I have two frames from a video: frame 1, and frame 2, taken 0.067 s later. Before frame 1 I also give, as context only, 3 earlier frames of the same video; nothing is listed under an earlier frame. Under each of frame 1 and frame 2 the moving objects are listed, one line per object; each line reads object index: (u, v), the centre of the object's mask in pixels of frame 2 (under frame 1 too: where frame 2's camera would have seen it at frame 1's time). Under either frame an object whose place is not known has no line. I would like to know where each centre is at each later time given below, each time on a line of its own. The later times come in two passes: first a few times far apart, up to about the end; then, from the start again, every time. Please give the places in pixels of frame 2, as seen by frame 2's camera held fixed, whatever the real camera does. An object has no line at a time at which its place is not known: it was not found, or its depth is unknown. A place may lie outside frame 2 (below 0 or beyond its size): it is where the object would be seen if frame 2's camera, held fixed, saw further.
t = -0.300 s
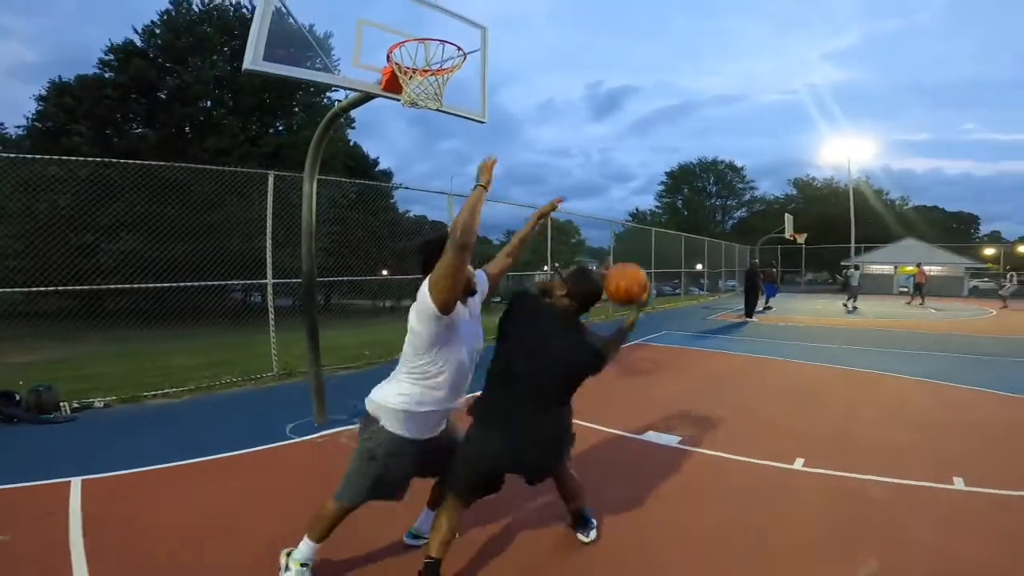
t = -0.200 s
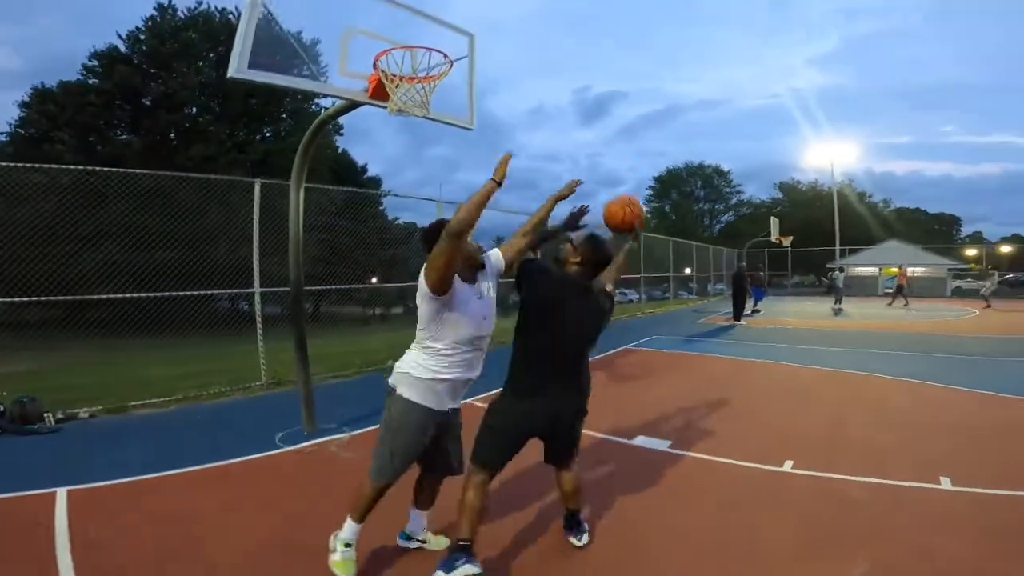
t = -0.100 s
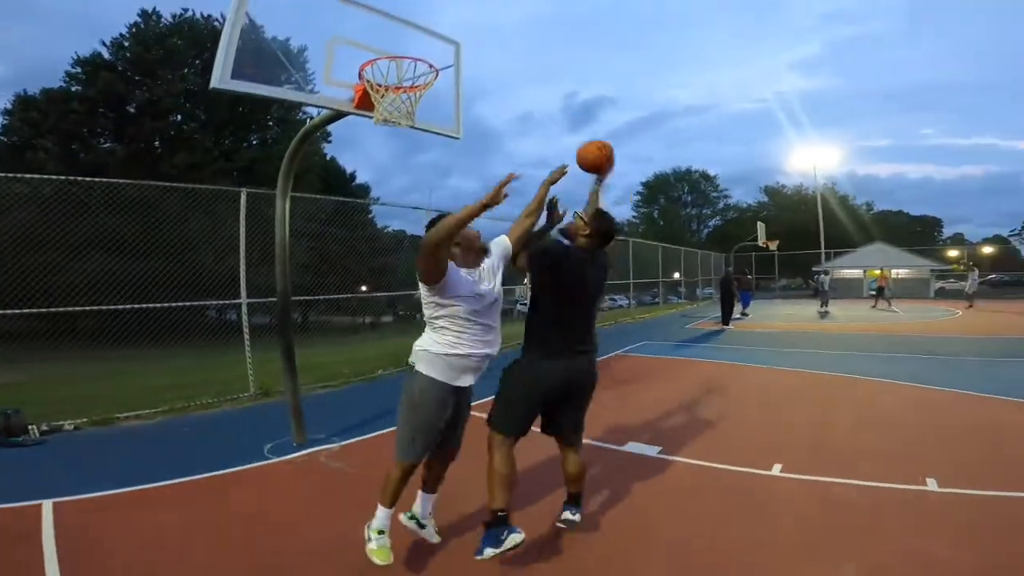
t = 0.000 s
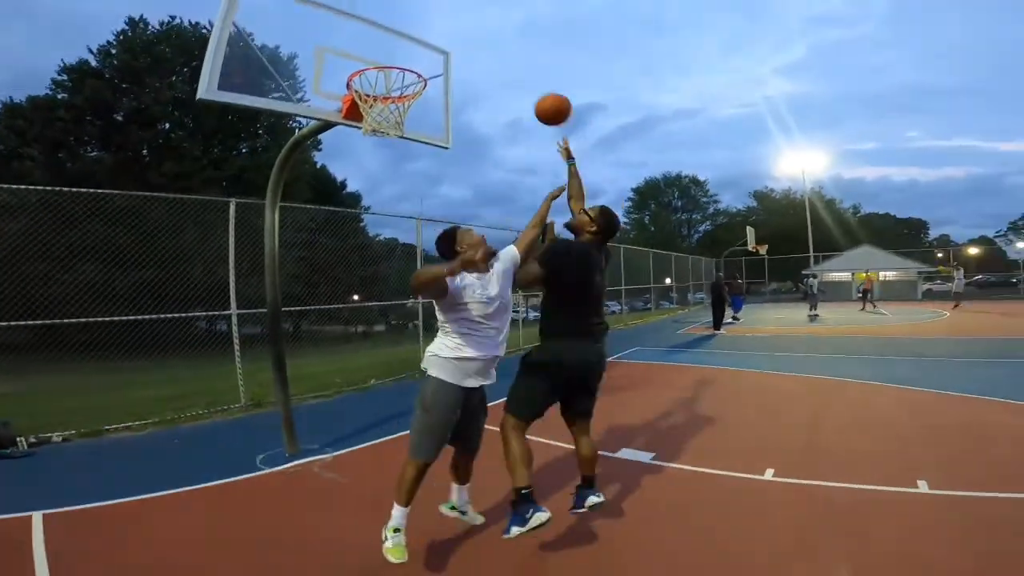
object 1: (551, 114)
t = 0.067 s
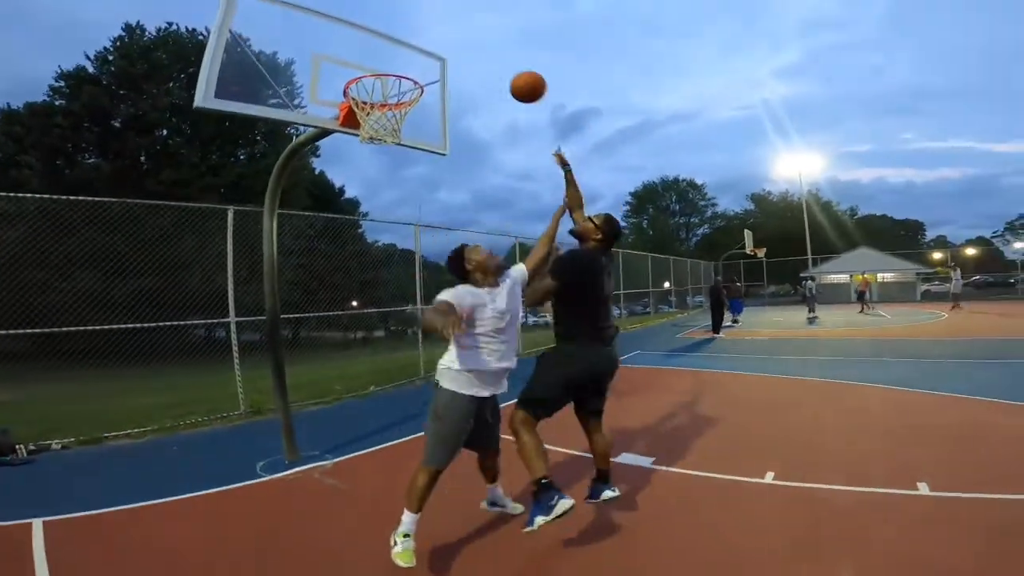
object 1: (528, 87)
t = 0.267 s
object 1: (465, 39)
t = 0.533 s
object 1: (384, 43)
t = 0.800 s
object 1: (340, 47)
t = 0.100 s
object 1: (517, 75)
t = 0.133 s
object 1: (506, 65)
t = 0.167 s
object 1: (496, 57)
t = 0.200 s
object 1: (485, 49)
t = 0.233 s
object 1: (475, 44)
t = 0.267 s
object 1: (465, 39)
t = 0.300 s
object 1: (455, 35)
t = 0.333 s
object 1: (445, 33)
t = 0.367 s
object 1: (435, 32)
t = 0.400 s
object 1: (425, 32)
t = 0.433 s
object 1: (415, 32)
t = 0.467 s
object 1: (405, 34)
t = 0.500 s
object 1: (394, 38)
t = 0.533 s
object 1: (384, 43)
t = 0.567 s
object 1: (374, 49)
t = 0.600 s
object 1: (363, 57)
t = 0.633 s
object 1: (352, 64)
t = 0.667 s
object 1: (343, 70)
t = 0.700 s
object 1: (344, 63)
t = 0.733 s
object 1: (342, 56)
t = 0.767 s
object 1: (341, 51)
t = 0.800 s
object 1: (340, 47)
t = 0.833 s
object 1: (338, 44)
